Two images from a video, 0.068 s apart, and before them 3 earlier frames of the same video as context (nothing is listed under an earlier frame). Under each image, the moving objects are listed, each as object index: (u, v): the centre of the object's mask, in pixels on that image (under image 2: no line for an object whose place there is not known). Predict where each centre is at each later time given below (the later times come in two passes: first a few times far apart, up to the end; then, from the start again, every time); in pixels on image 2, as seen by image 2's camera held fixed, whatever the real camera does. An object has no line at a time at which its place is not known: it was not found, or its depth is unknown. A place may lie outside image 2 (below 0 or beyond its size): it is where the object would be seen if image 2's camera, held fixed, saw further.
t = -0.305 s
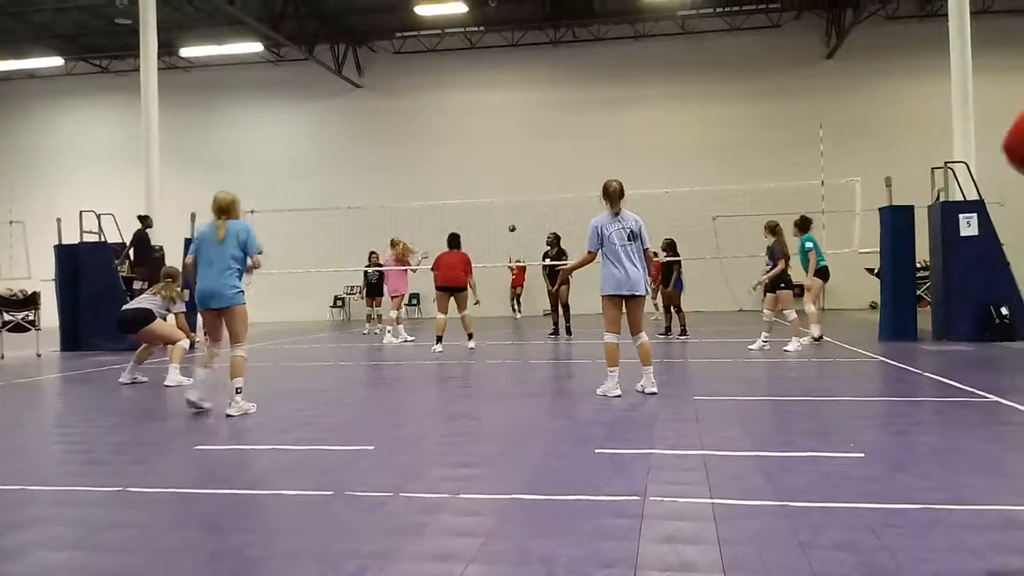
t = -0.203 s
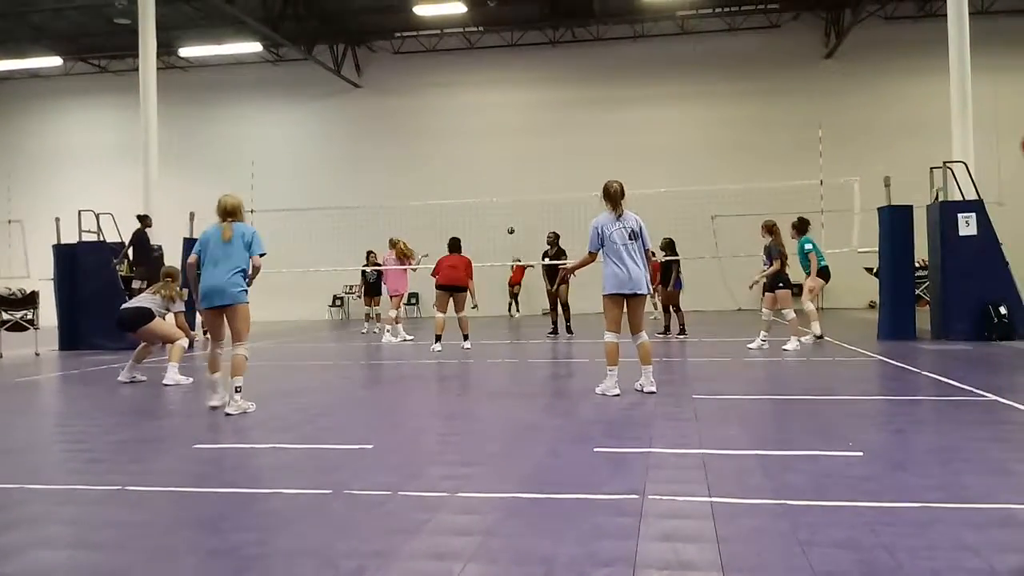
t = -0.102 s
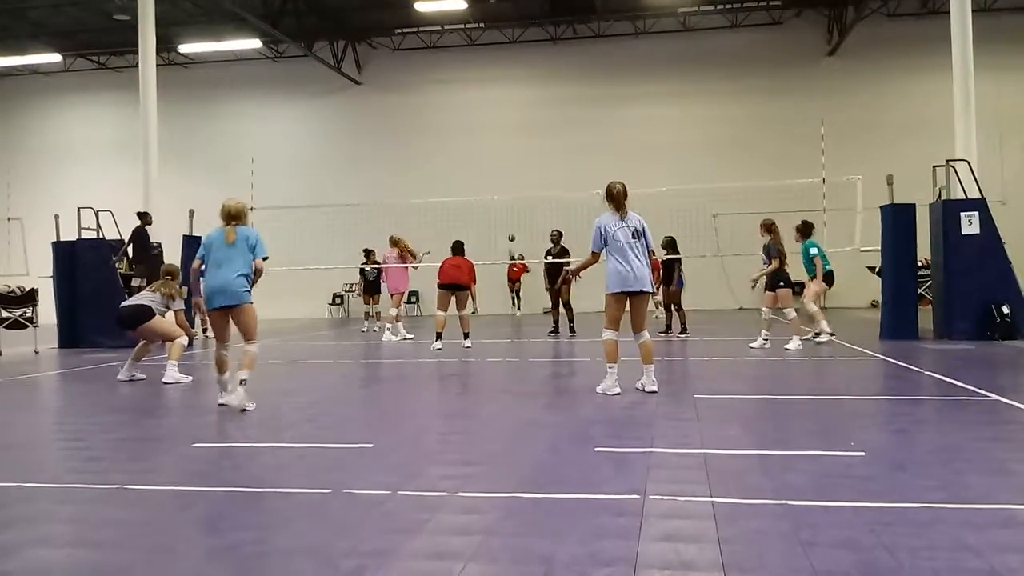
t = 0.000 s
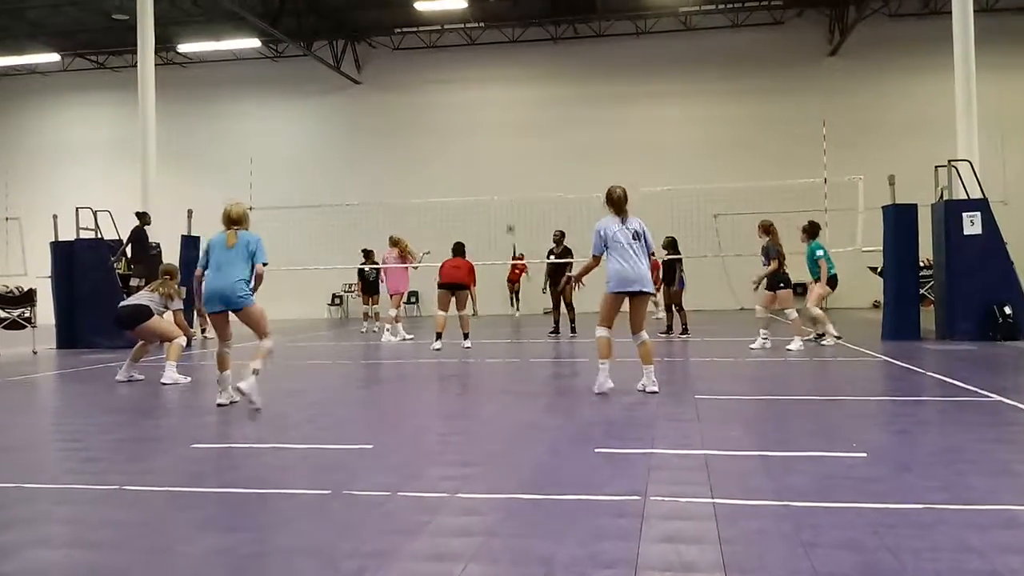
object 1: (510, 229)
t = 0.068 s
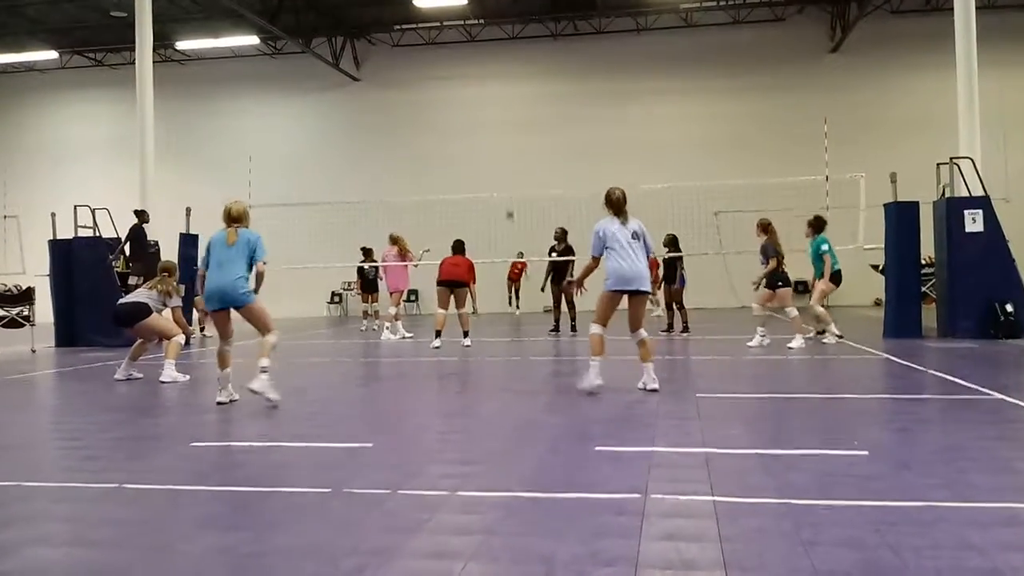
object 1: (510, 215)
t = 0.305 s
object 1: (508, 178)
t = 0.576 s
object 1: (519, 164)
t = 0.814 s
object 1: (539, 189)
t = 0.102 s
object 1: (509, 209)
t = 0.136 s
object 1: (508, 204)
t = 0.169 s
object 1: (507, 198)
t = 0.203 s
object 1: (507, 190)
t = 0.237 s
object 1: (507, 187)
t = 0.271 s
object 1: (508, 183)
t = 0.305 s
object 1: (508, 178)
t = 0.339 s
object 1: (509, 174)
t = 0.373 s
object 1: (510, 171)
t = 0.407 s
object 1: (511, 168)
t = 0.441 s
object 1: (511, 166)
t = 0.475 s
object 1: (514, 165)
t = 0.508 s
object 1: (517, 163)
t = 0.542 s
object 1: (518, 163)
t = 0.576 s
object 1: (519, 164)
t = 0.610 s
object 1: (522, 165)
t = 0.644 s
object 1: (525, 166)
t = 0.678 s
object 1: (528, 168)
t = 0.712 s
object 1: (530, 171)
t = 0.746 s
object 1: (533, 176)
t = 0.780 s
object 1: (536, 181)
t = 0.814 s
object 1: (539, 189)
